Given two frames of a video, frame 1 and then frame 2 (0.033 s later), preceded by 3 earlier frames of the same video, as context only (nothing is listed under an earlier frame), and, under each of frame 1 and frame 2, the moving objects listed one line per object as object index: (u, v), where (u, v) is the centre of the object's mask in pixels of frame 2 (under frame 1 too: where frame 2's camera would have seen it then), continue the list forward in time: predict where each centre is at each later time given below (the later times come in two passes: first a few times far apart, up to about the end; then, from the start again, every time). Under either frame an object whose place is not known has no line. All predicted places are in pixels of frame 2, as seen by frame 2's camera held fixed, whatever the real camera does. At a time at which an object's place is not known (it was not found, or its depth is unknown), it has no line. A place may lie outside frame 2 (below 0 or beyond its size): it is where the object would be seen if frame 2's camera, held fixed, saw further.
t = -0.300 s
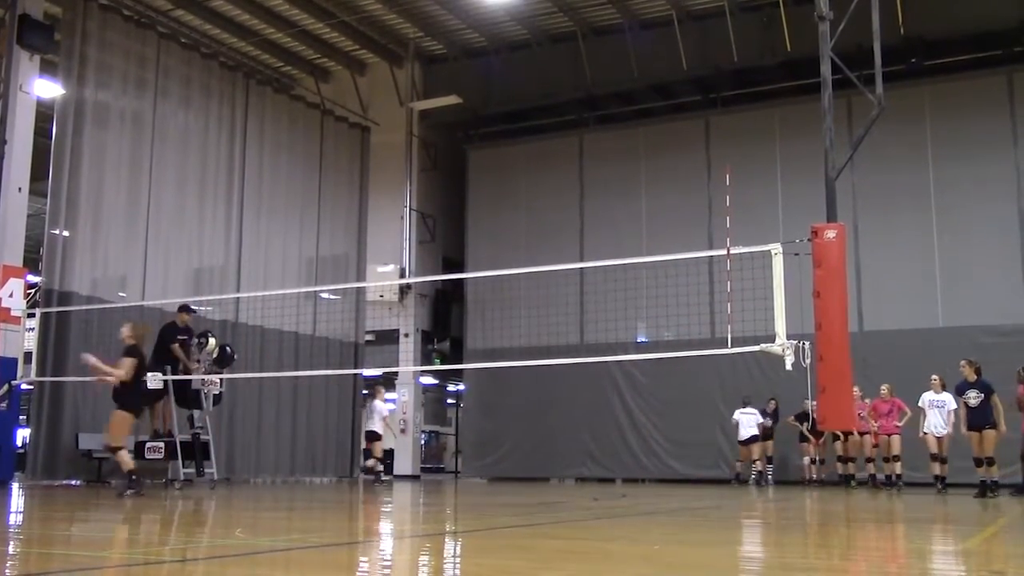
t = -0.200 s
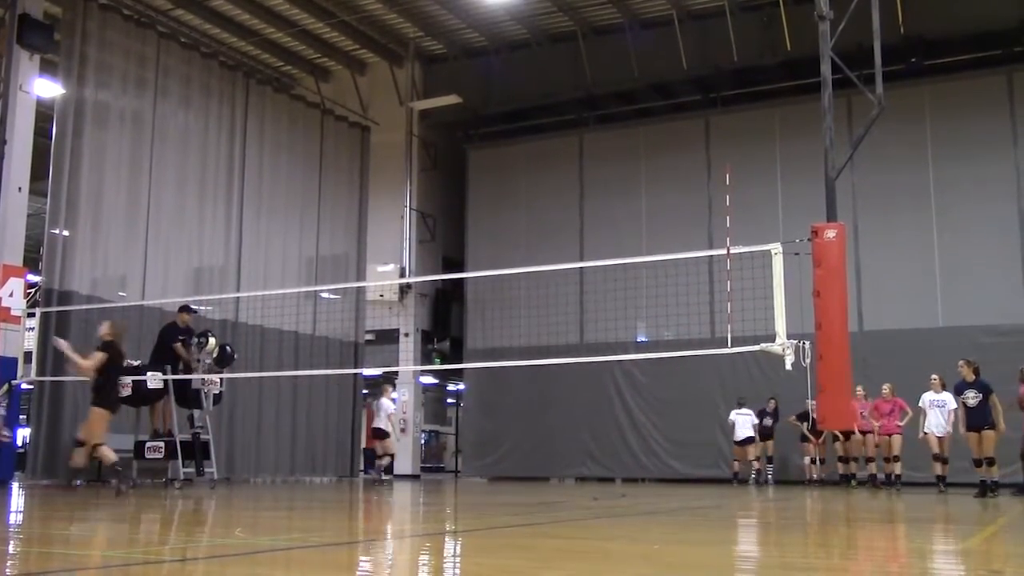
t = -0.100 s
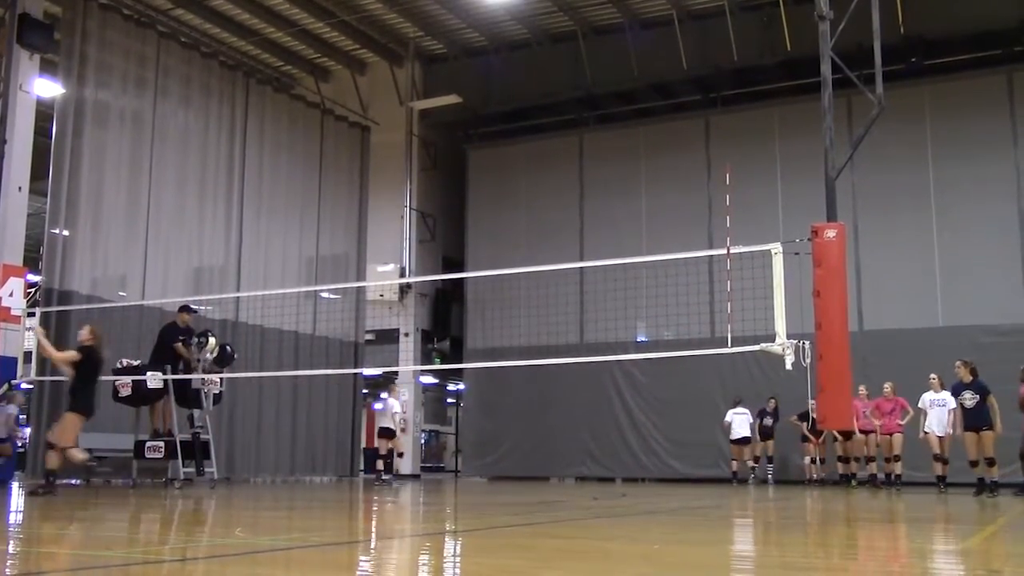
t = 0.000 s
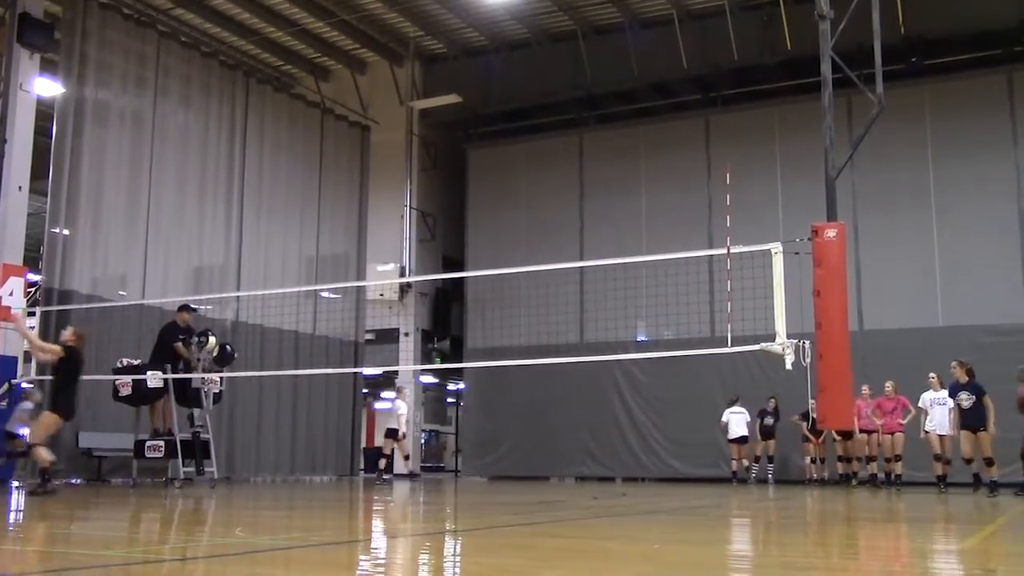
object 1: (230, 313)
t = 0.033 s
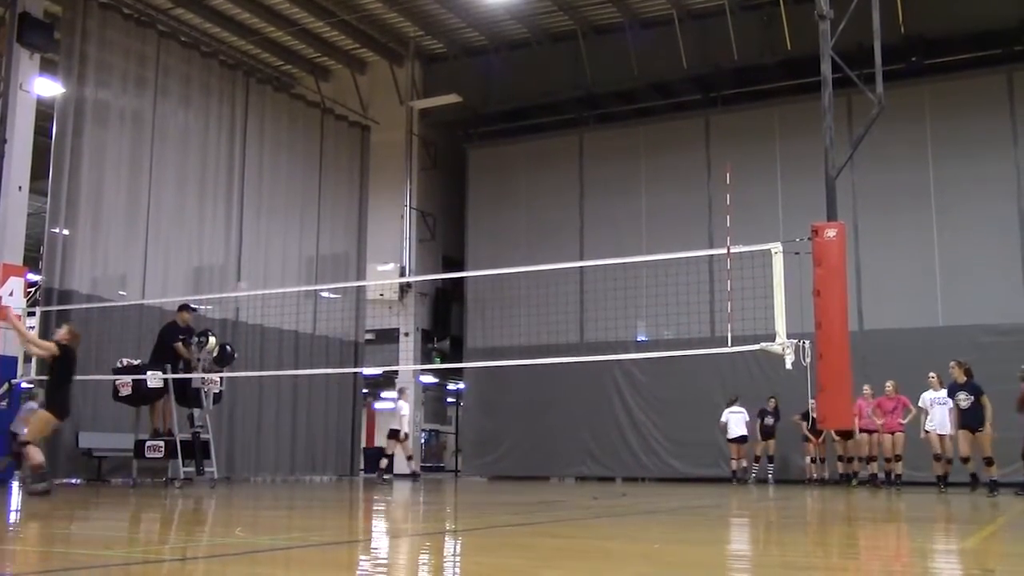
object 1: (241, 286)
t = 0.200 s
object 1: (286, 200)
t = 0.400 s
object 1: (341, 121)
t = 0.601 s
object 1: (395, 70)
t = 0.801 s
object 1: (450, 48)
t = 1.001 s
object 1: (505, 55)
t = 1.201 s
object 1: (563, 93)
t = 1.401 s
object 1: (624, 166)
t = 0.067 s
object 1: (250, 271)
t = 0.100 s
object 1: (260, 252)
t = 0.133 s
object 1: (269, 234)
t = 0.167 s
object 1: (278, 216)
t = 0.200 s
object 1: (286, 200)
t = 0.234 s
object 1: (295, 185)
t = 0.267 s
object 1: (305, 171)
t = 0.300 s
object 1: (313, 157)
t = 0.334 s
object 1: (322, 143)
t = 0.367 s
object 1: (331, 132)
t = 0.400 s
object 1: (341, 121)
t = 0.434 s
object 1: (349, 111)
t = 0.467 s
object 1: (358, 101)
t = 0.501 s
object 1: (367, 92)
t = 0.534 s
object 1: (376, 84)
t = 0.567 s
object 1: (386, 76)
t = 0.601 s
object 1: (395, 70)
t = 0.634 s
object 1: (404, 64)
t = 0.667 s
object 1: (414, 59)
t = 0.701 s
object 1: (423, 55)
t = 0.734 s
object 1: (431, 52)
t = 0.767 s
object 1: (440, 50)
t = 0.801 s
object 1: (450, 48)
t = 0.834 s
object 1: (459, 46)
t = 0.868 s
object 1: (468, 46)
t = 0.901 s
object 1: (478, 46)
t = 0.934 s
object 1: (486, 49)
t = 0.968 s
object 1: (496, 51)
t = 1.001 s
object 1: (505, 55)
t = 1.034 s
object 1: (515, 59)
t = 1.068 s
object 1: (525, 65)
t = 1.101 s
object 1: (535, 71)
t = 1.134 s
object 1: (544, 77)
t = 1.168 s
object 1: (554, 85)
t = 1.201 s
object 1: (563, 93)
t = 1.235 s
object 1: (573, 103)
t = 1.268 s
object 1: (583, 114)
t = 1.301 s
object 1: (593, 125)
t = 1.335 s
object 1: (603, 138)
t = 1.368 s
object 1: (613, 151)
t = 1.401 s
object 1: (624, 166)
